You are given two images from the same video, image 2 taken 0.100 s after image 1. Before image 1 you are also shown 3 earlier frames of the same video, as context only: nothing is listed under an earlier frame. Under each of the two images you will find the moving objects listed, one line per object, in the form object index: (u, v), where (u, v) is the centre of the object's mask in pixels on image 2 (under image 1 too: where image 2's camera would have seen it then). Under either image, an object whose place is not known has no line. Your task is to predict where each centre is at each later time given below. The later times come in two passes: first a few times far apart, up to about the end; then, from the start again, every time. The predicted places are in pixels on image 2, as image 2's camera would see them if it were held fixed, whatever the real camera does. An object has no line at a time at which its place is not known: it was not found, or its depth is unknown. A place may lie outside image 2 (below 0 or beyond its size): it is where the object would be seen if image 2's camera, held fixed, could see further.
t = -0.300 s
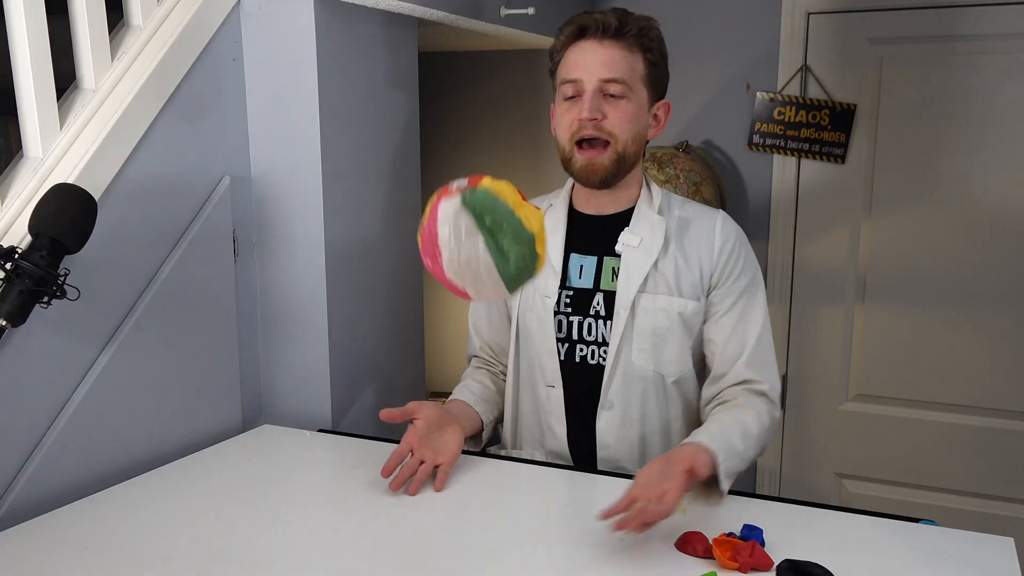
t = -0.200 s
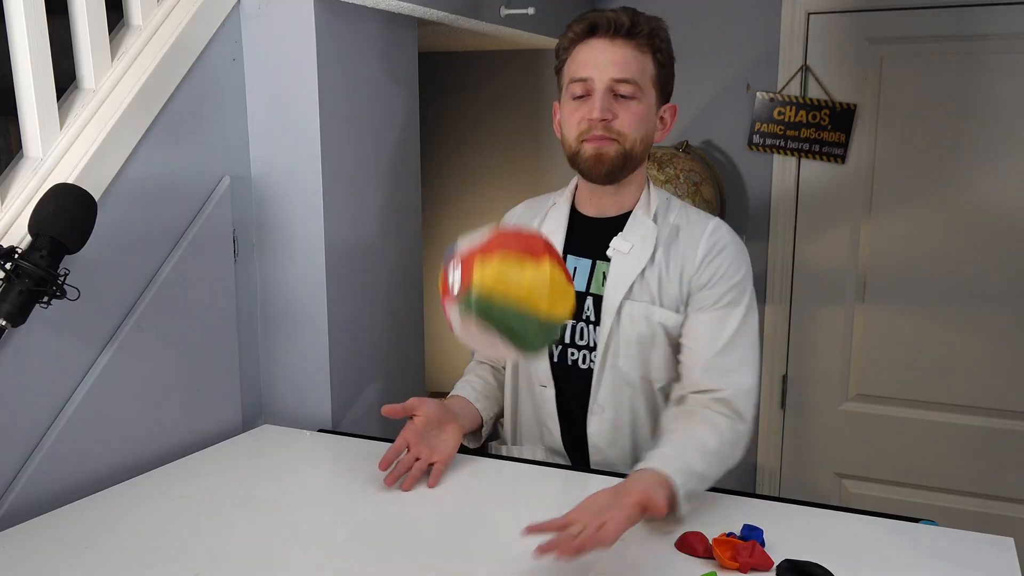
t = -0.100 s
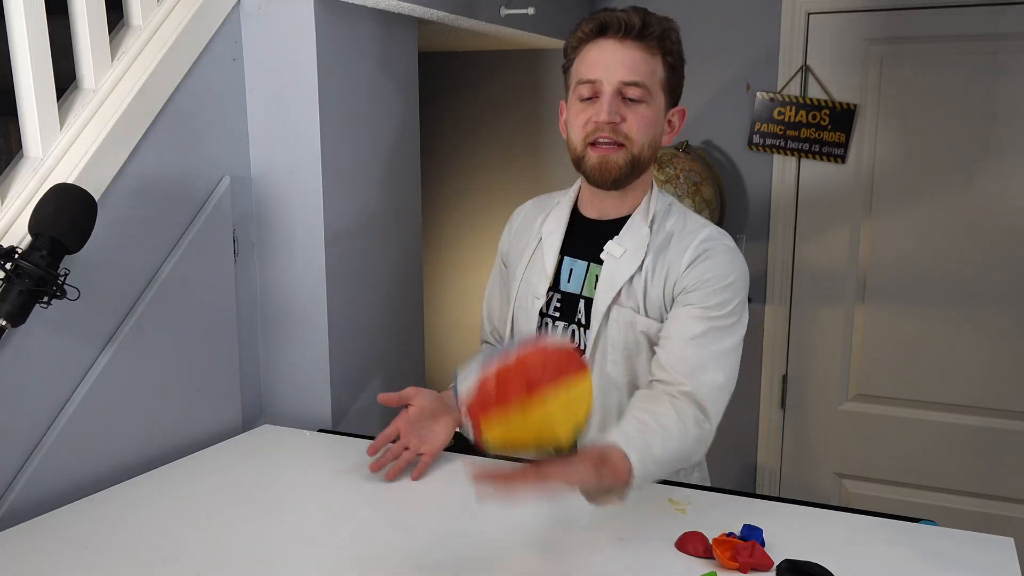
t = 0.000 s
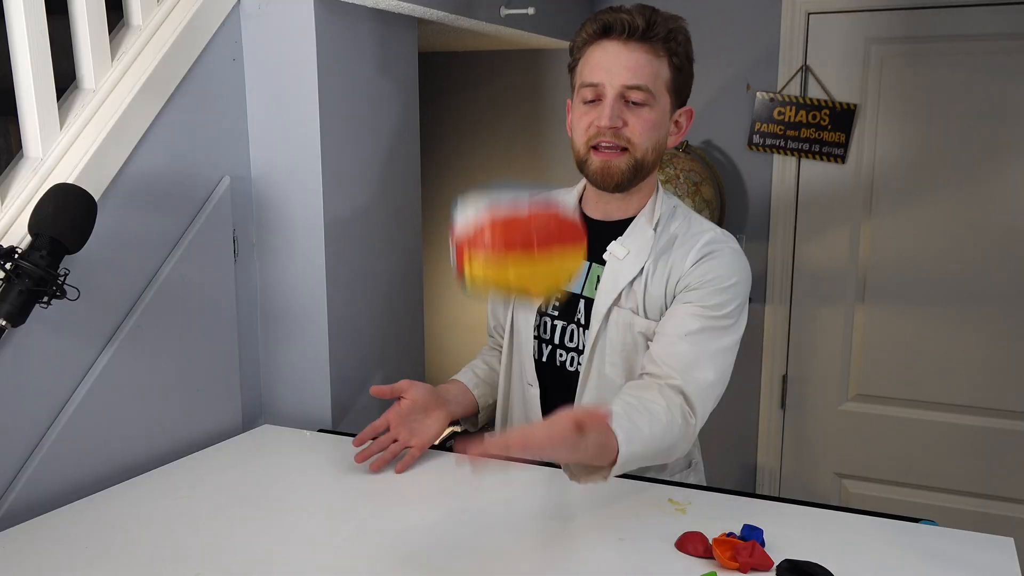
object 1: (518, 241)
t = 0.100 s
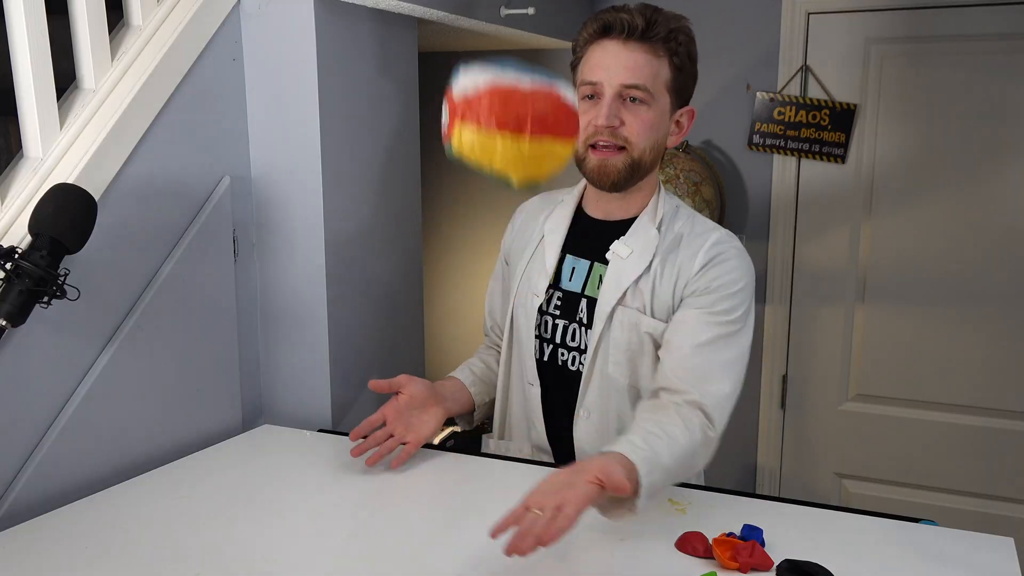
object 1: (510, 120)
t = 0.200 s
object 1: (504, 59)
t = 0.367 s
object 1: (497, 69)
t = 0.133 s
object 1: (507, 94)
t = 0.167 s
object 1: (506, 73)
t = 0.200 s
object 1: (504, 59)
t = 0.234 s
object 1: (503, 54)
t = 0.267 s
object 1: (501, 52)
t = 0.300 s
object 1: (500, 54)
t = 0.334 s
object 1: (498, 59)
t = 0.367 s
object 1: (497, 69)
